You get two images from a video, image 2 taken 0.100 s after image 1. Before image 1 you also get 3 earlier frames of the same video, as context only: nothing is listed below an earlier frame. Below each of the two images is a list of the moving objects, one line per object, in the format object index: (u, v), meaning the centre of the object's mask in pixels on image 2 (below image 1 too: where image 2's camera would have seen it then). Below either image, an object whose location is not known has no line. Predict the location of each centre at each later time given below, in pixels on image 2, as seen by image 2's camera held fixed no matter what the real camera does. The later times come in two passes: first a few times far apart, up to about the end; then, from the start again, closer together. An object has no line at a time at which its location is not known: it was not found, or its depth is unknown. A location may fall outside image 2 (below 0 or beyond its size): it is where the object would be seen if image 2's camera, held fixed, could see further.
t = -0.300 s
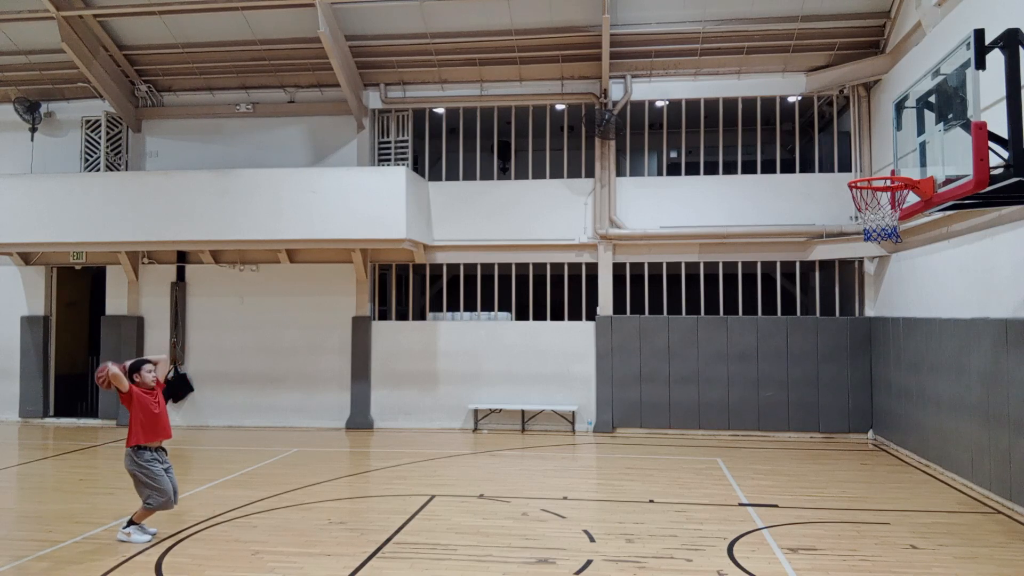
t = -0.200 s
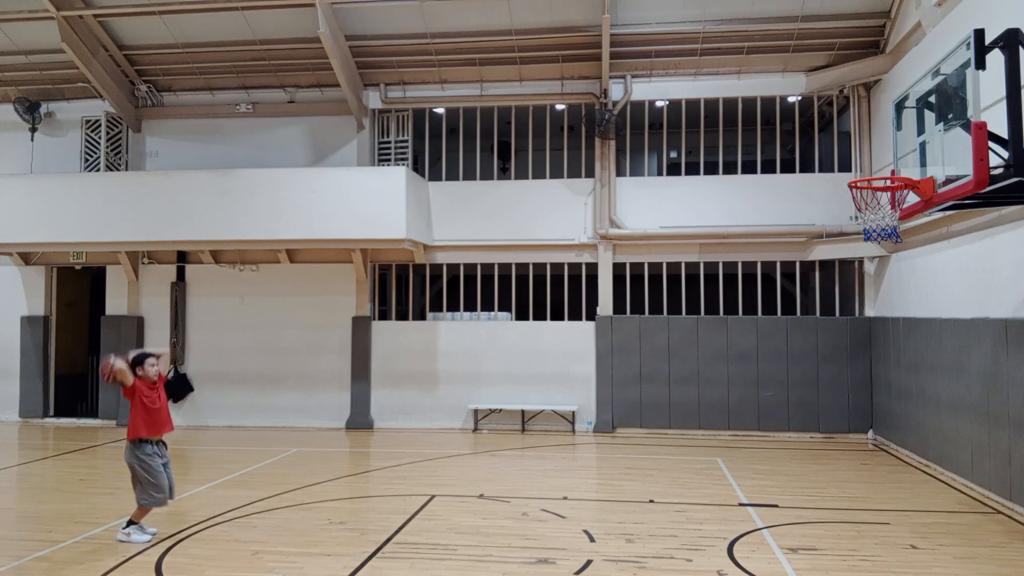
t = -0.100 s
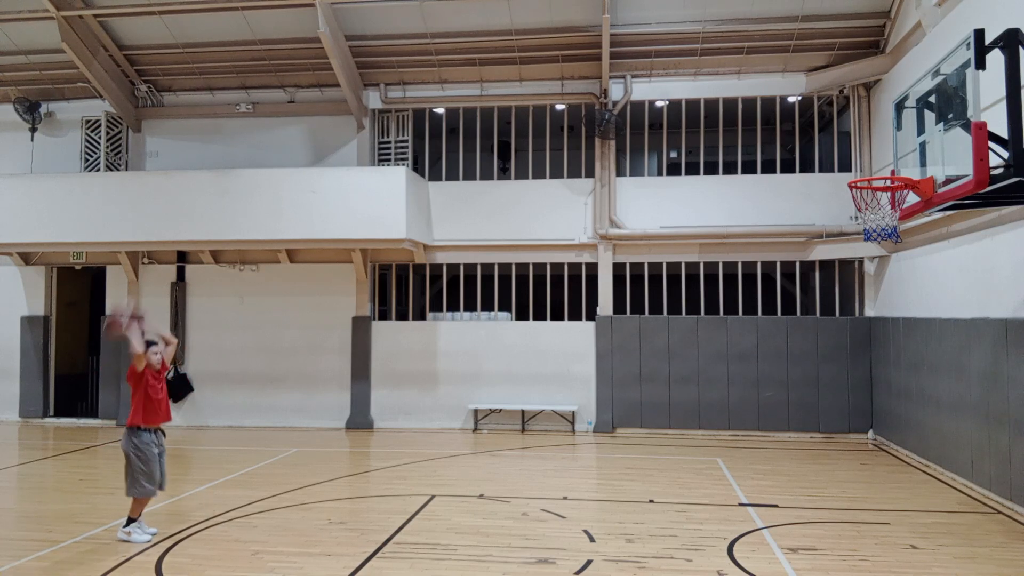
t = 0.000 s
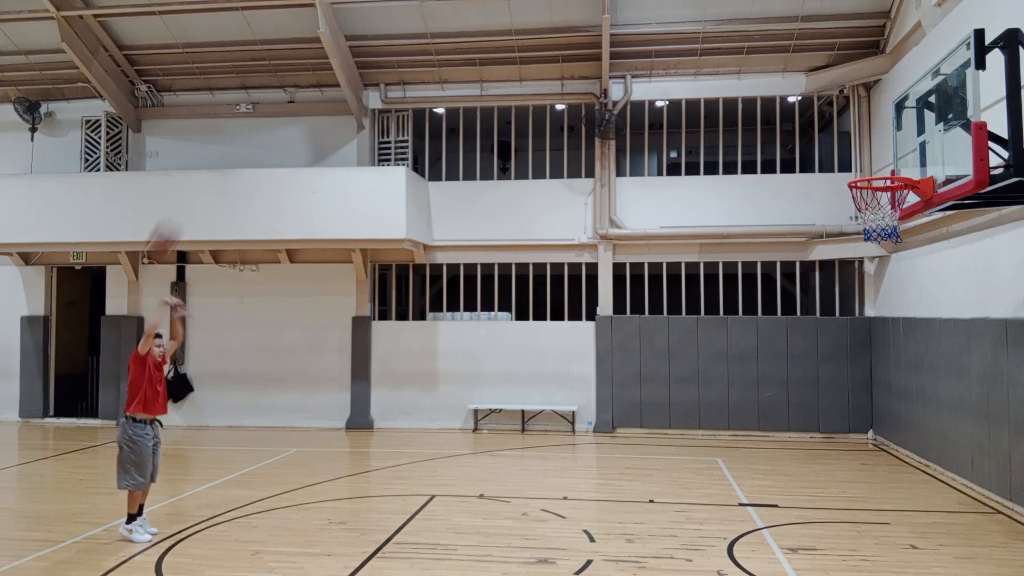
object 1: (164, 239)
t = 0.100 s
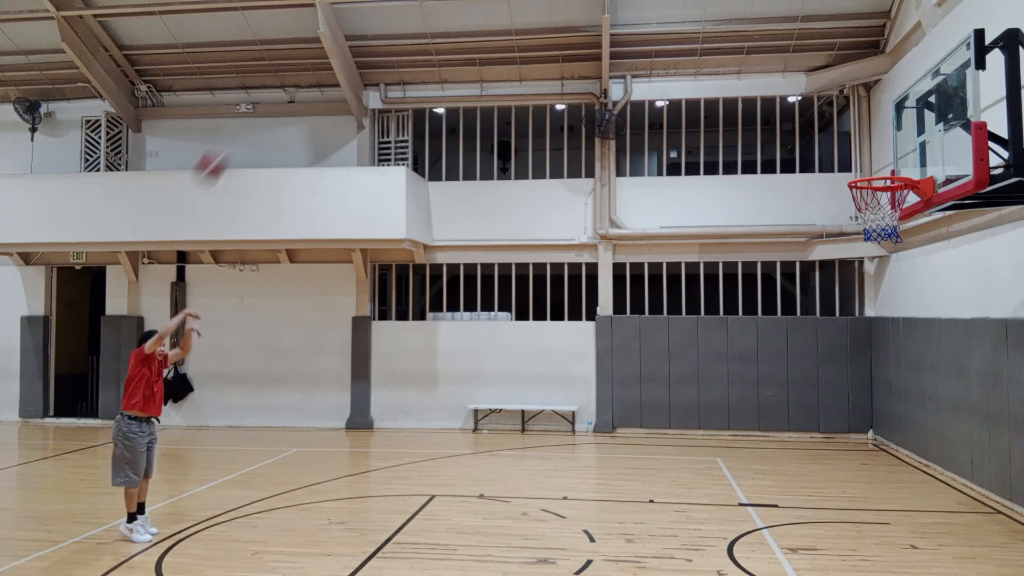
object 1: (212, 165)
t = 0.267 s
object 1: (291, 70)
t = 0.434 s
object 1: (371, 9)
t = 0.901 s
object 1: (605, 3)
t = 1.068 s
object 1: (693, 47)
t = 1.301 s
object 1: (820, 192)
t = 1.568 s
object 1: (971, 451)
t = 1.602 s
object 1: (988, 482)
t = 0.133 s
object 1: (228, 145)
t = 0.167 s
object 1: (244, 125)
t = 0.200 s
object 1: (260, 105)
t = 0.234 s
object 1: (276, 87)
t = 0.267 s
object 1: (291, 70)
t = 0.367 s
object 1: (340, 27)
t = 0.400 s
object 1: (353, 19)
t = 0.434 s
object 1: (371, 9)
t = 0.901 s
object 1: (605, 3)
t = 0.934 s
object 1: (620, 6)
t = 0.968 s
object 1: (640, 11)
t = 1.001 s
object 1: (656, 18)
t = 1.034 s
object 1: (676, 34)
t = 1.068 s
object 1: (693, 47)
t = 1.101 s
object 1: (709, 61)
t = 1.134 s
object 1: (726, 78)
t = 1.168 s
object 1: (744, 101)
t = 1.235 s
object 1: (781, 142)
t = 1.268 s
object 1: (797, 159)
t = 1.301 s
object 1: (820, 192)
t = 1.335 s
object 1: (839, 219)
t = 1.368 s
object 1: (855, 246)
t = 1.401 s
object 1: (875, 274)
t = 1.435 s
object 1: (896, 310)
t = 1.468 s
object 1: (915, 343)
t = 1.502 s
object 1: (933, 377)
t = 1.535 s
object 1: (951, 413)
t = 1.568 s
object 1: (971, 451)
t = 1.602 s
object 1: (988, 482)
